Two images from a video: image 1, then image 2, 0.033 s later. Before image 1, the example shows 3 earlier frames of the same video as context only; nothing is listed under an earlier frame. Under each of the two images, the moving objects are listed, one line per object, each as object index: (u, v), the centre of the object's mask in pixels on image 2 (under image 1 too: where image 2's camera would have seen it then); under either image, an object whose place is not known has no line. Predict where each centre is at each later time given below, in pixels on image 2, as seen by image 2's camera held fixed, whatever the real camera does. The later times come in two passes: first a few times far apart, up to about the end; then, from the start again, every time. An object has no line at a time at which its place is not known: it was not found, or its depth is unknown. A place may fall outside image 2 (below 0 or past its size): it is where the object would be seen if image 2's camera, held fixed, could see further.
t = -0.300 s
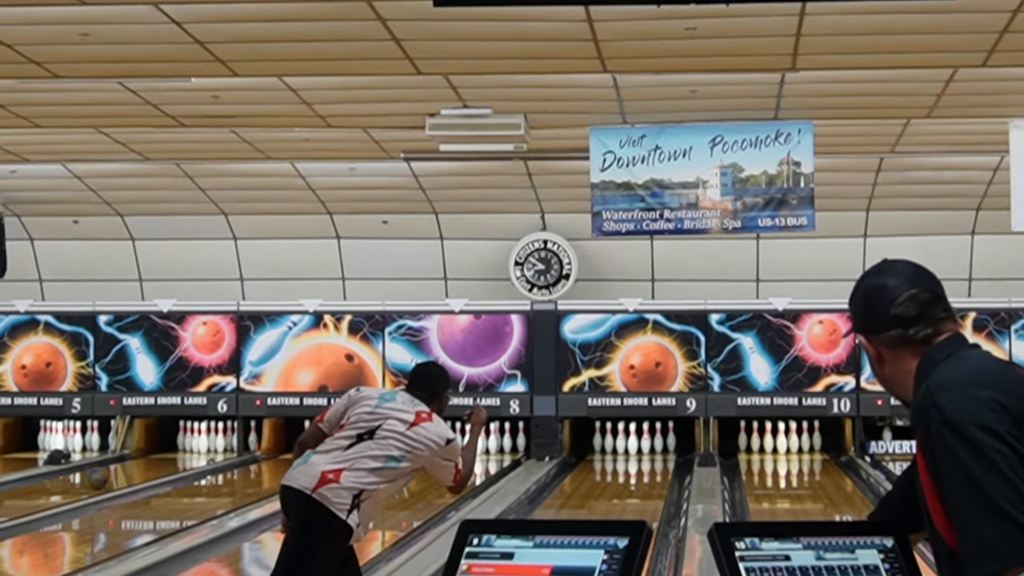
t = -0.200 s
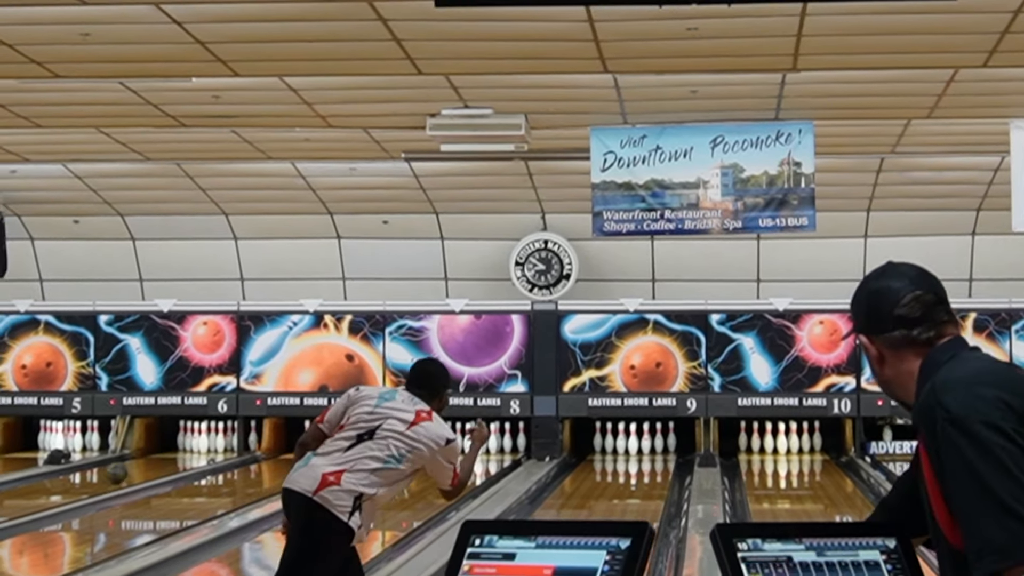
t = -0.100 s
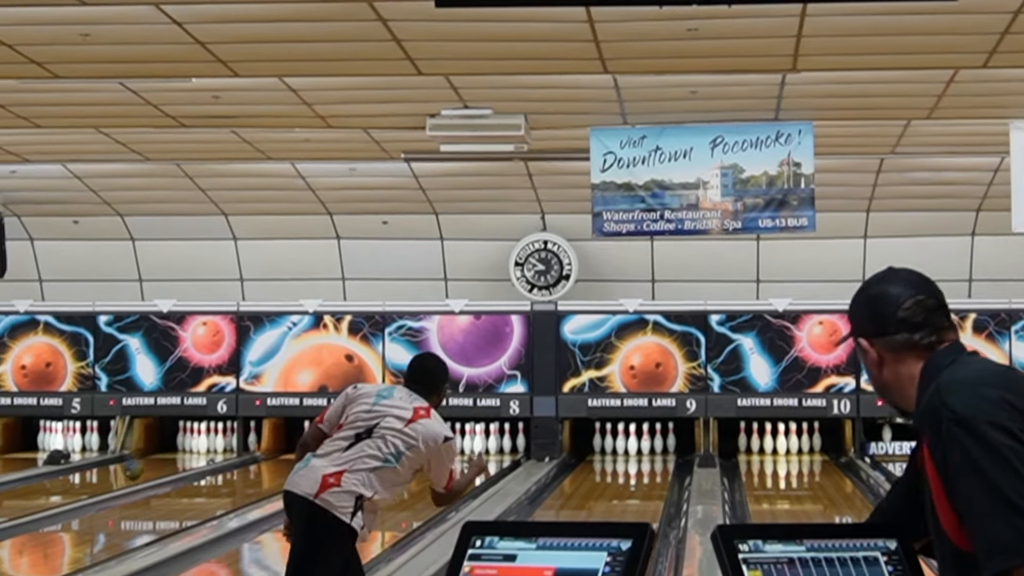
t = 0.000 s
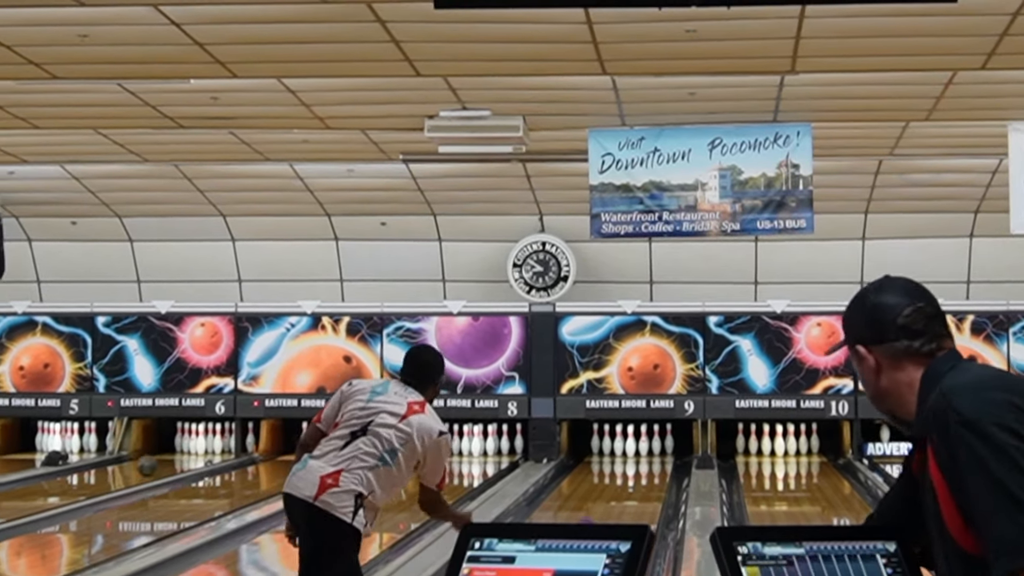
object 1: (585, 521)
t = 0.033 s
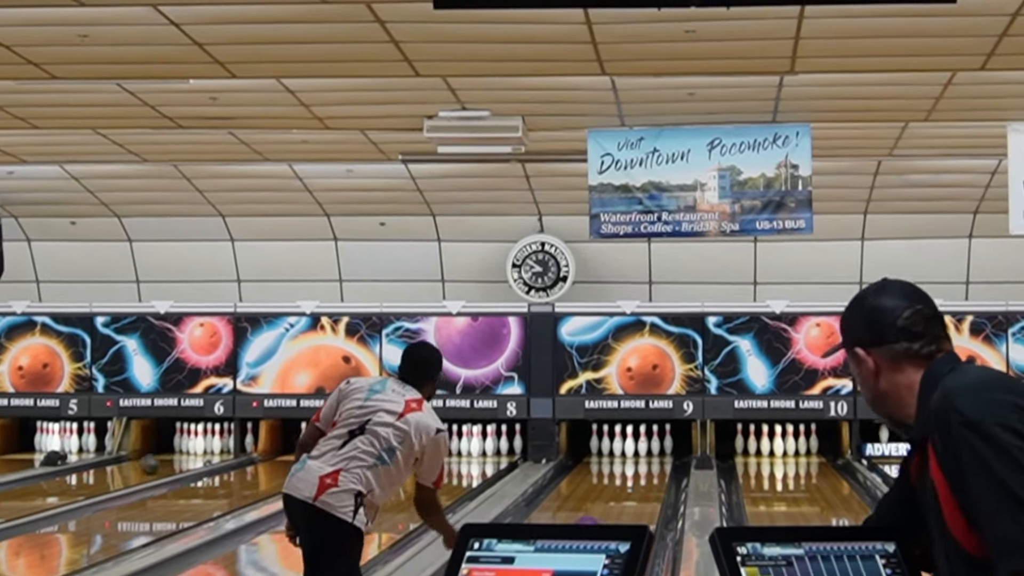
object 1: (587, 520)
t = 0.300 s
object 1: (610, 509)
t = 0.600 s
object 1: (628, 489)
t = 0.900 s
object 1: (641, 474)
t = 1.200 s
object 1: (646, 462)
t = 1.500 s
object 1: (641, 453)
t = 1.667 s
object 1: (633, 449)
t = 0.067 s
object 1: (590, 519)
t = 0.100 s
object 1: (593, 518)
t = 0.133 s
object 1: (596, 517)
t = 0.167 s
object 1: (599, 515)
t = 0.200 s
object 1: (602, 514)
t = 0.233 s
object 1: (604, 513)
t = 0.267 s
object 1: (607, 511)
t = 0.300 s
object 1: (610, 509)
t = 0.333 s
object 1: (612, 506)
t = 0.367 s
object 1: (614, 504)
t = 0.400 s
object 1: (616, 501)
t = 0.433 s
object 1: (619, 499)
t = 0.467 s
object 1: (621, 497)
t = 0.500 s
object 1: (623, 495)
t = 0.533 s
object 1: (625, 493)
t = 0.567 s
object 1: (627, 491)
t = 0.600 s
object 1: (628, 489)
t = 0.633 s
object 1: (630, 487)
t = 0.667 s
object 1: (631, 485)
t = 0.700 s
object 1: (634, 483)
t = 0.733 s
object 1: (635, 482)
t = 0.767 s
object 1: (636, 480)
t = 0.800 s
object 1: (638, 478)
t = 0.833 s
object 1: (639, 477)
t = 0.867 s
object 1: (641, 475)
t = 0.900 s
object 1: (641, 474)
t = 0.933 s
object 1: (642, 472)
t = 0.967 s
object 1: (643, 471)
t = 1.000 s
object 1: (644, 469)
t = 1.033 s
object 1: (644, 468)
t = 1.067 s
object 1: (645, 466)
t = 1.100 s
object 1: (646, 465)
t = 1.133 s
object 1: (646, 464)
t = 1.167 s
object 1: (646, 463)
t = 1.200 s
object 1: (646, 462)
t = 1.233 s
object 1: (646, 461)
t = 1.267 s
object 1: (645, 460)
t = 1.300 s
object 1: (645, 459)
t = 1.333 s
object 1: (645, 457)
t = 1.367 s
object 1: (644, 456)
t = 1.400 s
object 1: (643, 455)
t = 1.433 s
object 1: (643, 454)
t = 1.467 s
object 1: (642, 454)
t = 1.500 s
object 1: (641, 453)
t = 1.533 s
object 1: (639, 451)
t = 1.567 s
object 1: (637, 450)
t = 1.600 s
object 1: (636, 450)
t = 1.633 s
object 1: (636, 449)
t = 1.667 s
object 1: (633, 449)
